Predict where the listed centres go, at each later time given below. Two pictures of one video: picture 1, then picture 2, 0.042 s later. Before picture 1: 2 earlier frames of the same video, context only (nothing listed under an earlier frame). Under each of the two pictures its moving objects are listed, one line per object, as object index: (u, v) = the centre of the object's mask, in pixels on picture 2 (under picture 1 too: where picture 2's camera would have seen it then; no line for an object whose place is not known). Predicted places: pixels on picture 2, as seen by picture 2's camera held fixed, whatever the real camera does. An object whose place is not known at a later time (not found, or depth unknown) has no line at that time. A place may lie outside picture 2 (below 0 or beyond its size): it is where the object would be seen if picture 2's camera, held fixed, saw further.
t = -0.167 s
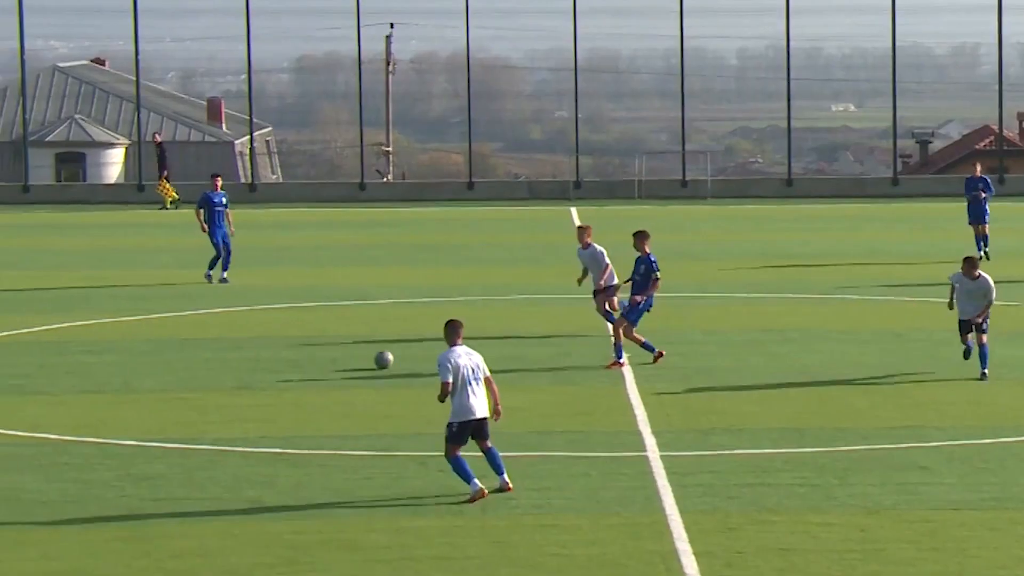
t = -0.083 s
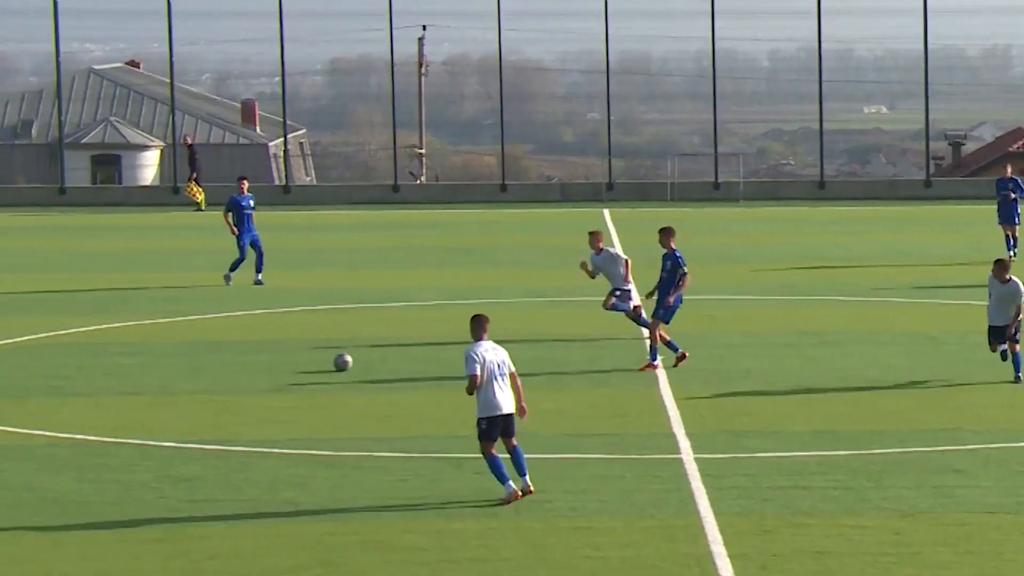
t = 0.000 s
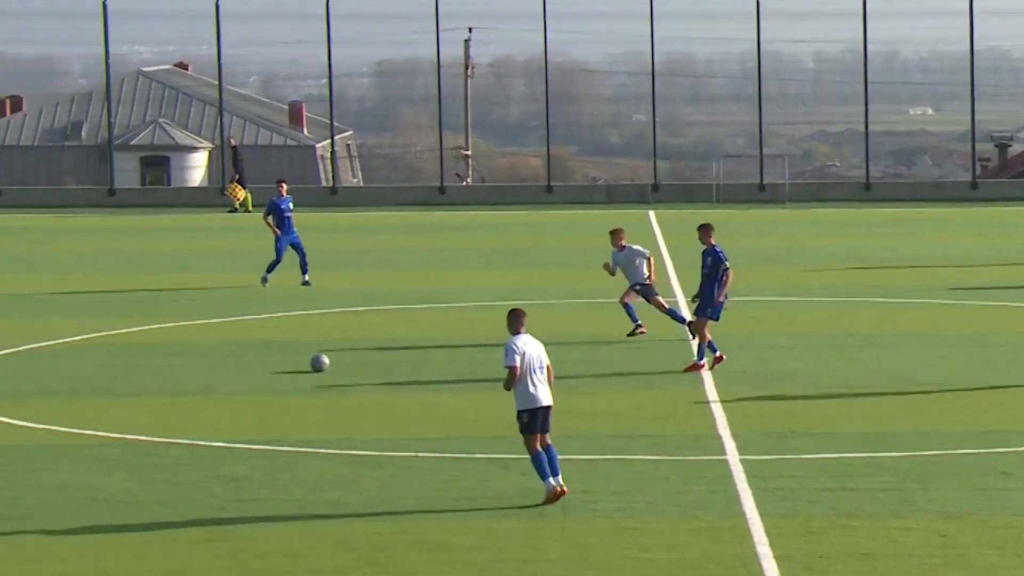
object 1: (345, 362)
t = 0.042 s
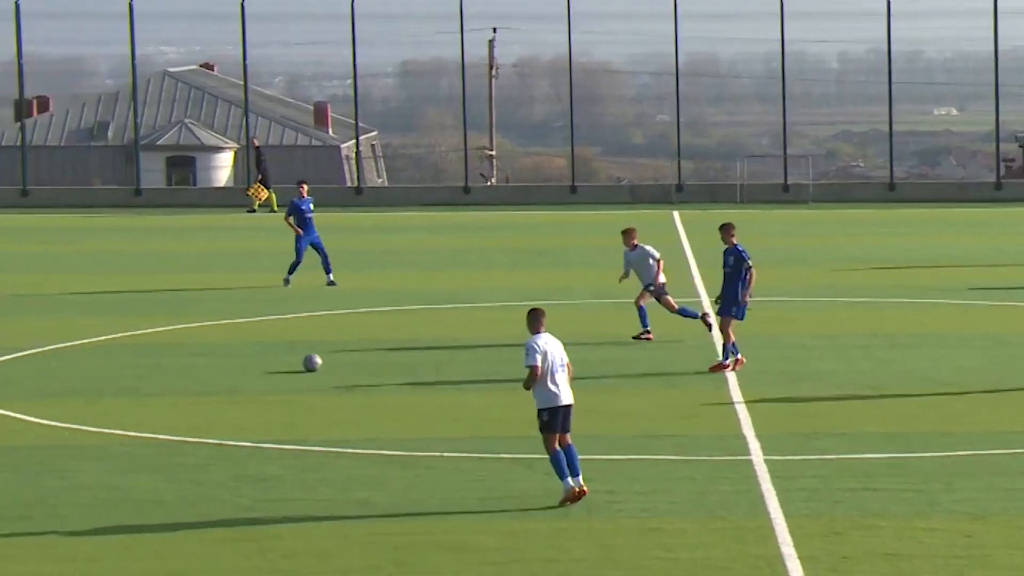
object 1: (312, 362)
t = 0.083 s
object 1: (280, 362)
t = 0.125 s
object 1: (248, 362)
